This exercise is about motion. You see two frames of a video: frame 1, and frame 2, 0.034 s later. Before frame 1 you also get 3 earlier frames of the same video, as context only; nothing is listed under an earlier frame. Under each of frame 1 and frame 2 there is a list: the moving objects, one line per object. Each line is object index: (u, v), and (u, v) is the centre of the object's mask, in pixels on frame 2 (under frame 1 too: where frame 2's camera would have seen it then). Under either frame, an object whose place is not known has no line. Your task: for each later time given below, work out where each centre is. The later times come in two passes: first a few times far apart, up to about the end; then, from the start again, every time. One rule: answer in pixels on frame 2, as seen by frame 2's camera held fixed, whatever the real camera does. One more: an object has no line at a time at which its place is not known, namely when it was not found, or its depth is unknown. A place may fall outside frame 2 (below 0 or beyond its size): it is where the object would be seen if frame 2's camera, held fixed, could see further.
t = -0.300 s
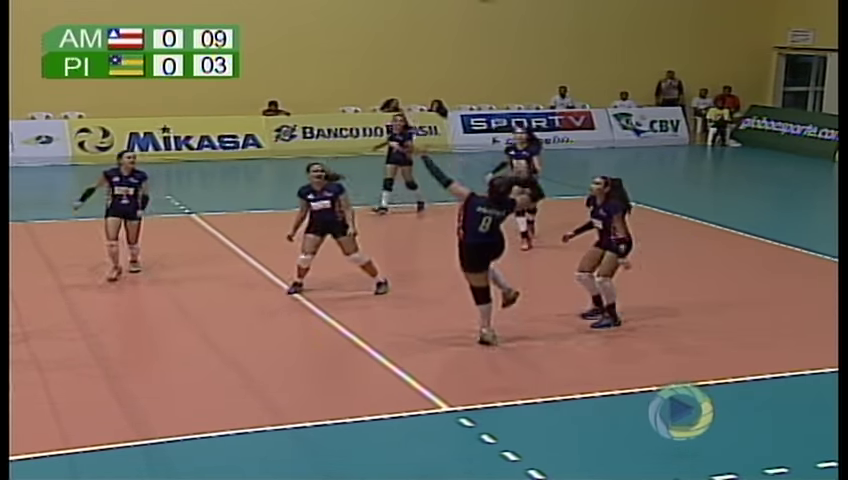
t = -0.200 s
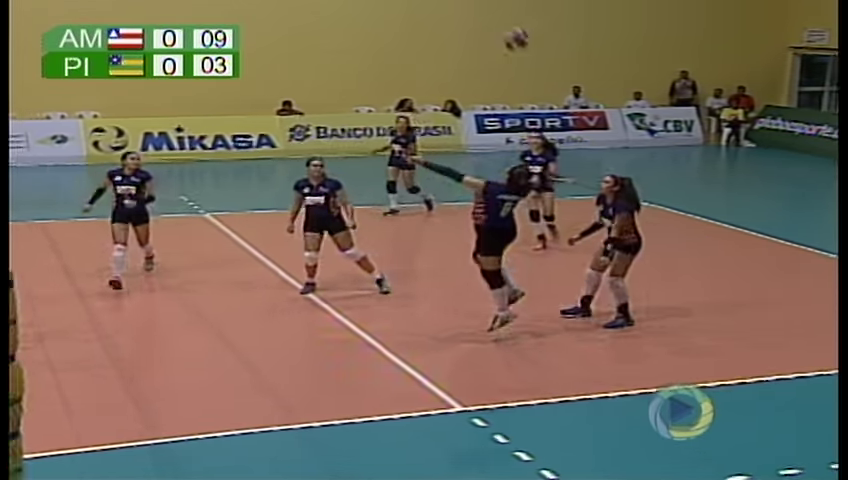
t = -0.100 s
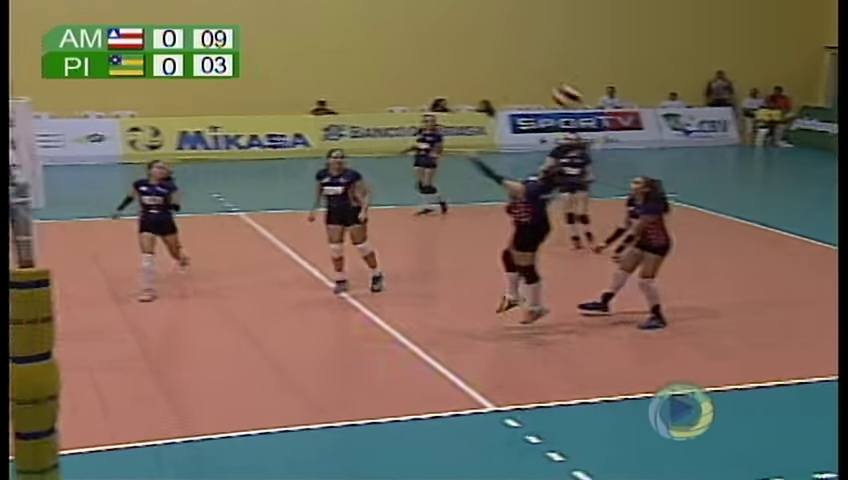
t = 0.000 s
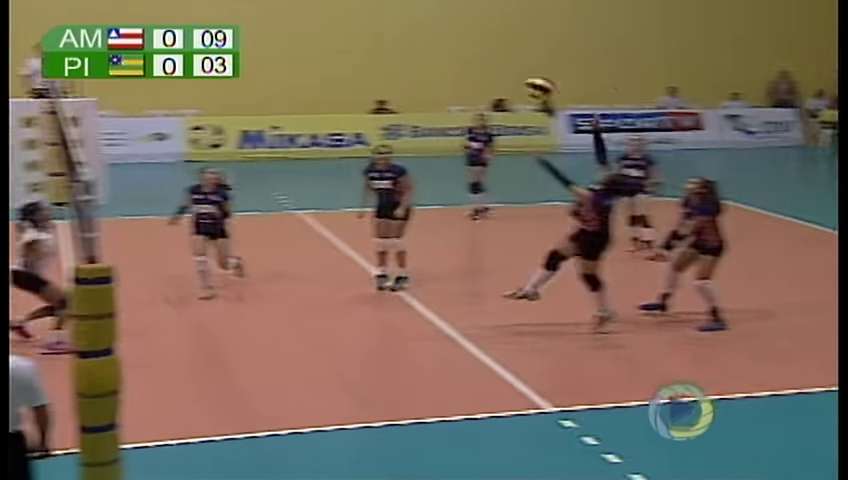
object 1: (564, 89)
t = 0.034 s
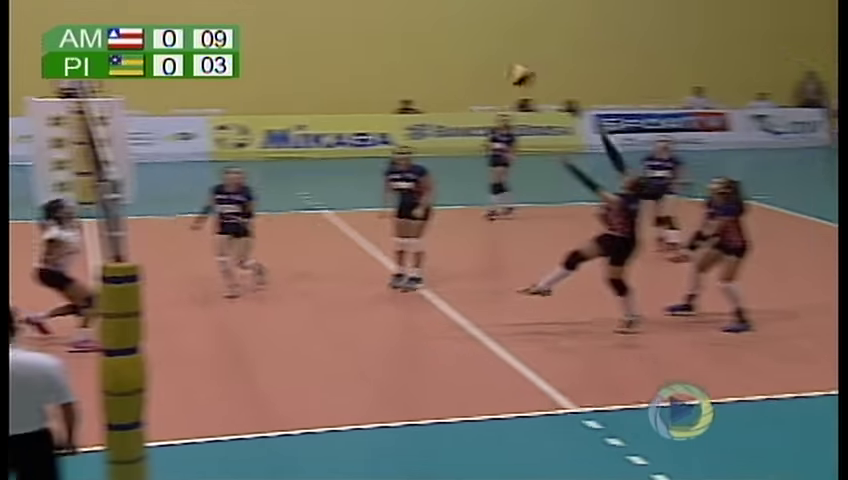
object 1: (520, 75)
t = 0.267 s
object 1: (216, 35)
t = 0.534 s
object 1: (-112, 61)
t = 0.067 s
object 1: (477, 66)
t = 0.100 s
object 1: (433, 58)
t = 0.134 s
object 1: (390, 52)
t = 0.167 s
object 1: (346, 46)
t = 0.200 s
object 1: (303, 40)
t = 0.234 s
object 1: (260, 36)
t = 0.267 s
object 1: (216, 35)
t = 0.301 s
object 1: (175, 34)
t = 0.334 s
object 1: (133, 34)
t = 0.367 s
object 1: (90, 35)
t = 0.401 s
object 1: (49, 38)
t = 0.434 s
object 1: (9, 42)
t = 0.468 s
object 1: (-32, 47)
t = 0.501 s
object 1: (-73, 53)
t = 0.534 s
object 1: (-112, 61)
